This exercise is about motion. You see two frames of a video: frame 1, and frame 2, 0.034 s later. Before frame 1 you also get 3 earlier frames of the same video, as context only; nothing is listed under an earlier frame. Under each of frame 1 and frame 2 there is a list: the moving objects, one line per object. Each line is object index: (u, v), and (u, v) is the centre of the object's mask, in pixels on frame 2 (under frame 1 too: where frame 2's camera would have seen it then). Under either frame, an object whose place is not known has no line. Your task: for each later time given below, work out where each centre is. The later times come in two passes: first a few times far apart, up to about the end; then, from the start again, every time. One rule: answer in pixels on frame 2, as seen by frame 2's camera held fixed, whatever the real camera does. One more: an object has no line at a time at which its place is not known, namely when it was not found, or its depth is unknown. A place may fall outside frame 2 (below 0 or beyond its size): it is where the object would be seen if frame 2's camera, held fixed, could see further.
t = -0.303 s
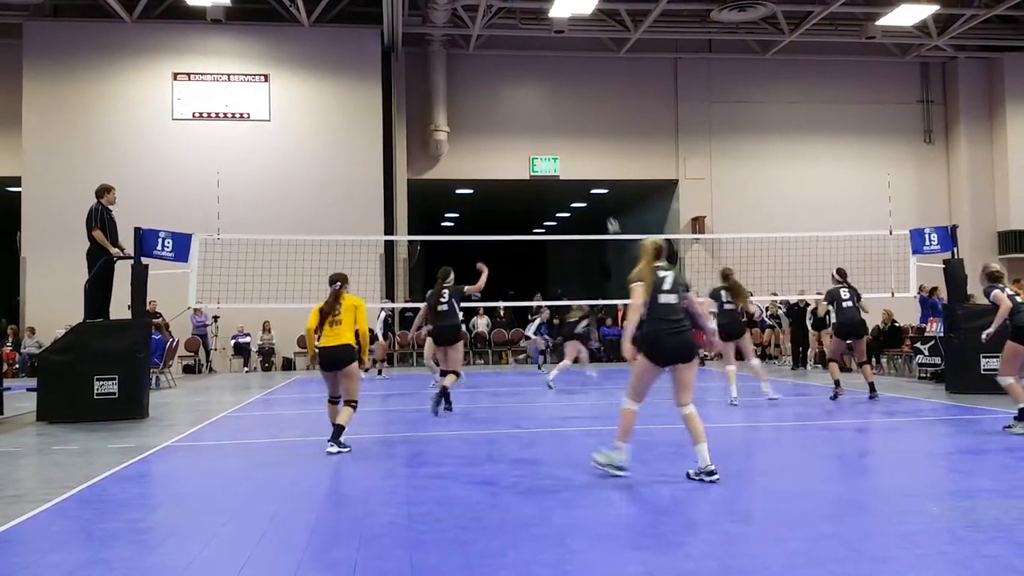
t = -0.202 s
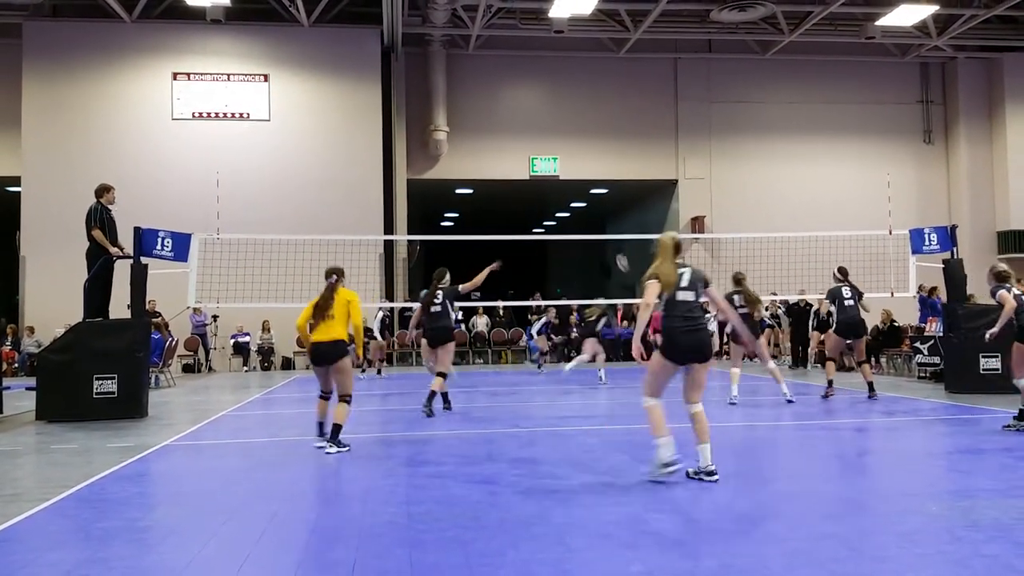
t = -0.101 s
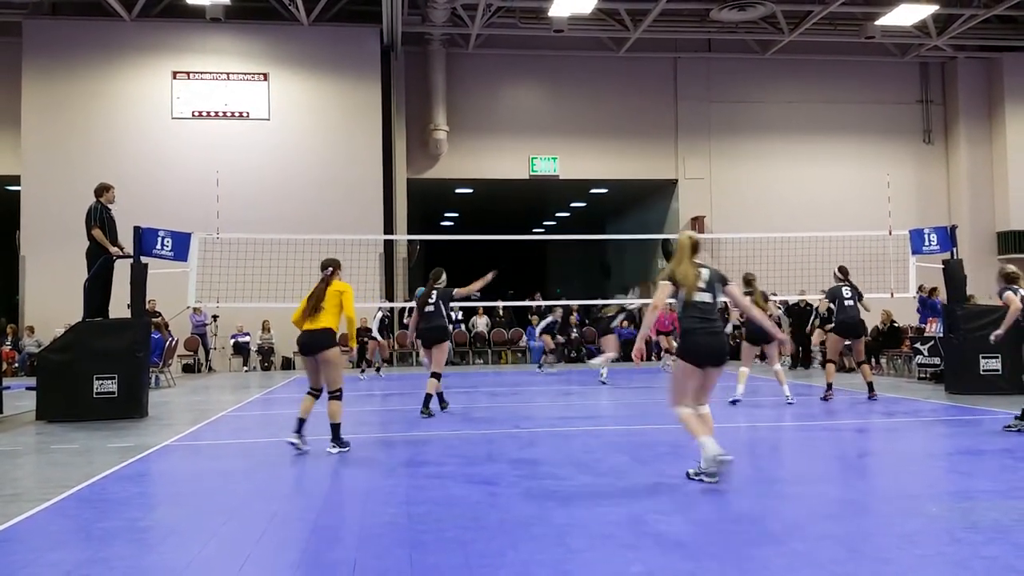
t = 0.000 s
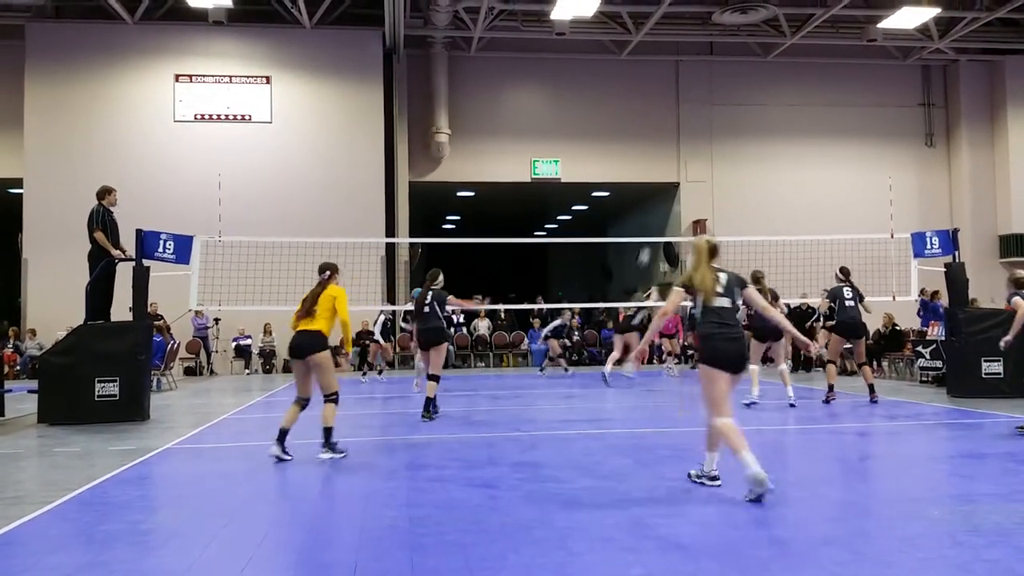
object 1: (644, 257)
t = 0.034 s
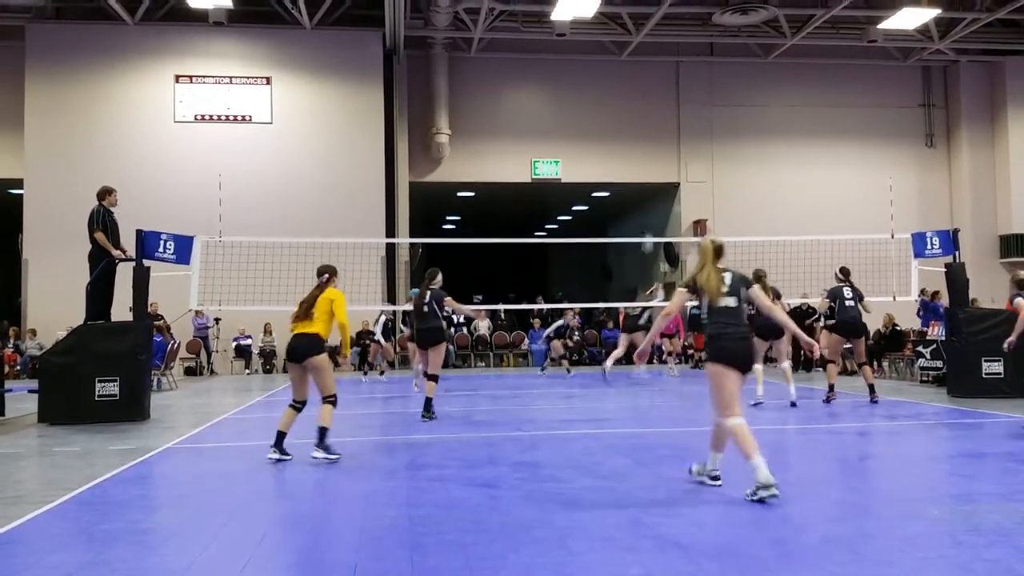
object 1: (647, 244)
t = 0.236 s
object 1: (666, 181)
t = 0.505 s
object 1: (694, 122)
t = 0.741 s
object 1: (717, 104)
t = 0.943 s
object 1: (736, 114)
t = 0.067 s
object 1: (651, 228)
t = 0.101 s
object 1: (654, 218)
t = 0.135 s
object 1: (657, 207)
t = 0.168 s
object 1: (661, 195)
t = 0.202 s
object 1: (663, 188)
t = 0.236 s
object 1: (666, 181)
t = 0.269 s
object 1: (671, 168)
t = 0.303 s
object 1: (673, 160)
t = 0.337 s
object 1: (676, 153)
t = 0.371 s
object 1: (681, 144)
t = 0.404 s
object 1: (684, 137)
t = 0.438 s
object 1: (688, 132)
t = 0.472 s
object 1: (691, 127)
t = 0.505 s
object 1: (694, 122)
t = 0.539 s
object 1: (696, 117)
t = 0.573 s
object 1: (700, 115)
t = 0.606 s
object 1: (703, 111)
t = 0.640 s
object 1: (707, 109)
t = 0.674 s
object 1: (711, 107)
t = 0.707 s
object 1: (714, 106)
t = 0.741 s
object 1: (717, 104)
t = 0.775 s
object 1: (720, 106)
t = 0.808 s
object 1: (723, 105)
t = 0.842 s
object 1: (726, 107)
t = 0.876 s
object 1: (730, 109)
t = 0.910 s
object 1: (734, 111)
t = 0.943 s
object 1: (736, 114)
